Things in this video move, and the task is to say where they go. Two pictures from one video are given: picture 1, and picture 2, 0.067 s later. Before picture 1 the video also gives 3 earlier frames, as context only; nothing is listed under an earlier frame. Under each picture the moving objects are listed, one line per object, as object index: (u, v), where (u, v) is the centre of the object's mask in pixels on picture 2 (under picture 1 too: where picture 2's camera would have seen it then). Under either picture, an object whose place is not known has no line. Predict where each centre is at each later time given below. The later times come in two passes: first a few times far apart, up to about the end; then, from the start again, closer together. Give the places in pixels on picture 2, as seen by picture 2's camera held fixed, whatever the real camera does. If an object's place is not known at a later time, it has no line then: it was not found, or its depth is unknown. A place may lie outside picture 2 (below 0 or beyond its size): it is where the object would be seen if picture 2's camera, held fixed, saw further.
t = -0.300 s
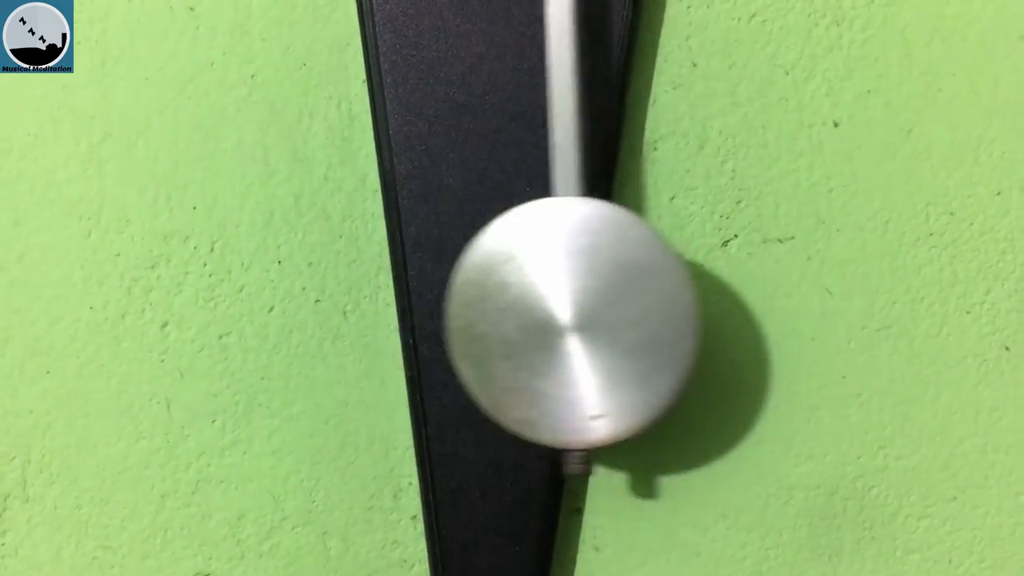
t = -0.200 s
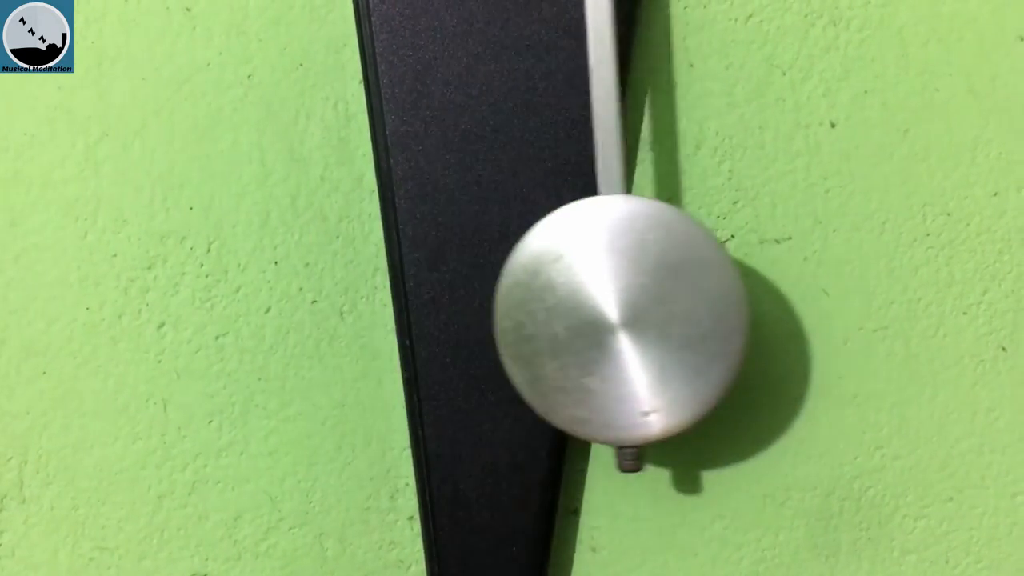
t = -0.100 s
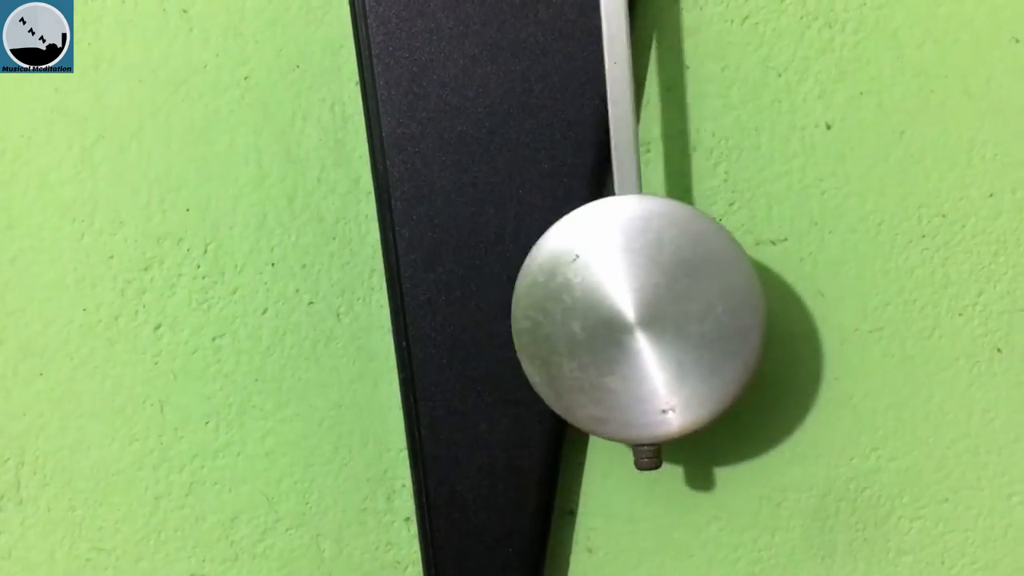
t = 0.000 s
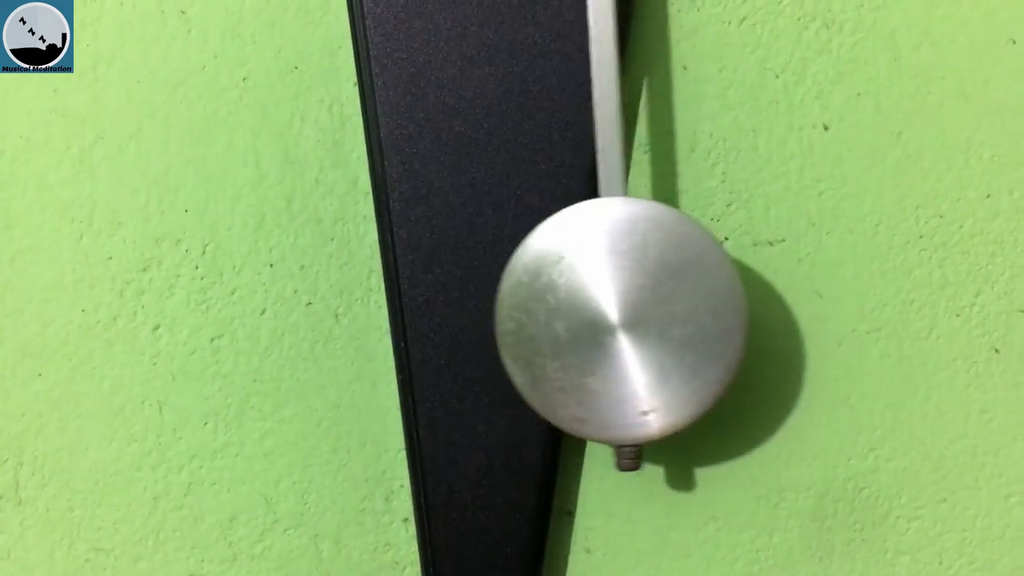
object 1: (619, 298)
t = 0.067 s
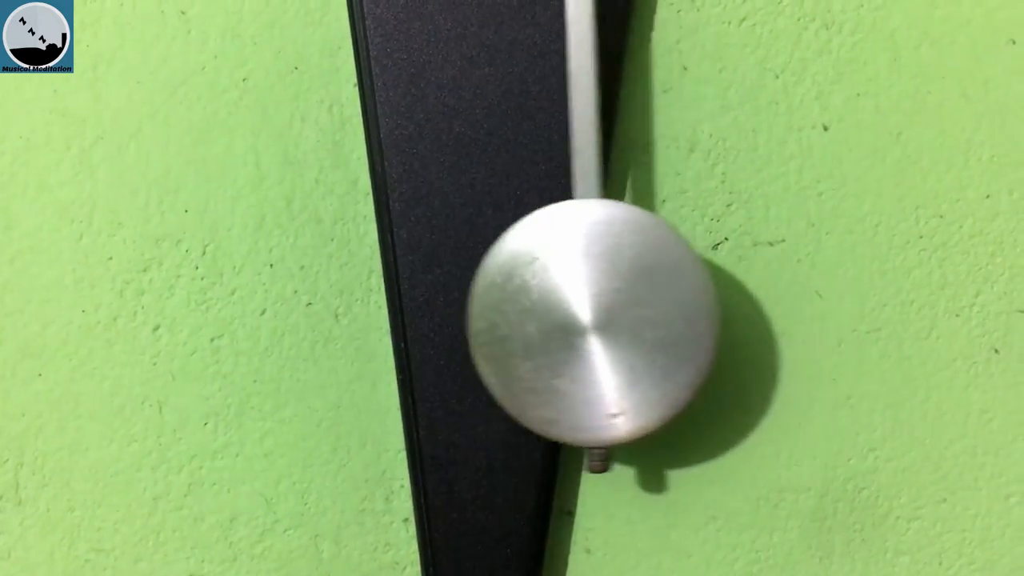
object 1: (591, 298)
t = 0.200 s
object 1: (510, 298)
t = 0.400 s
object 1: (395, 299)
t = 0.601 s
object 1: (394, 300)
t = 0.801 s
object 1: (510, 300)
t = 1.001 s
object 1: (621, 297)
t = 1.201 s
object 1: (612, 299)
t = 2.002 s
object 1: (526, 300)
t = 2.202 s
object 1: (628, 300)
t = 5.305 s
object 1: (399, 303)
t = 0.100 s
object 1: (573, 299)
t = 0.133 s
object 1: (553, 299)
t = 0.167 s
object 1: (531, 299)
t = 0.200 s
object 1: (510, 298)
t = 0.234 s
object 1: (488, 298)
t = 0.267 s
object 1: (466, 298)
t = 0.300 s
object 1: (445, 298)
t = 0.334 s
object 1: (426, 298)
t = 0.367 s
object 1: (409, 298)
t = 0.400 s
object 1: (395, 299)
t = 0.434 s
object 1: (384, 299)
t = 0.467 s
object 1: (378, 299)
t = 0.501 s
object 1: (376, 300)
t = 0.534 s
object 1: (378, 300)
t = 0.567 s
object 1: (384, 300)
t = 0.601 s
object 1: (394, 300)
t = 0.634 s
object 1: (408, 300)
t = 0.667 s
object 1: (425, 300)
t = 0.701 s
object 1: (444, 300)
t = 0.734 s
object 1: (466, 299)
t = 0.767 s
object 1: (488, 299)
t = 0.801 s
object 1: (510, 300)
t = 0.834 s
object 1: (533, 300)
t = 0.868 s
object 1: (554, 299)
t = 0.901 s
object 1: (575, 298)
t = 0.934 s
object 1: (593, 298)
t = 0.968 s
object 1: (608, 297)
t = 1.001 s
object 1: (621, 297)
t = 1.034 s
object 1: (629, 298)
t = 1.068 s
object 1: (634, 298)
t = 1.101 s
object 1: (634, 299)
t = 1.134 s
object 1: (631, 299)
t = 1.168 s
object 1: (623, 299)
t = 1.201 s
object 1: (612, 299)
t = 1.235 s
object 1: (596, 300)
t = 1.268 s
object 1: (579, 300)
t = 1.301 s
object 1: (558, 301)
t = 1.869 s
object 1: (440, 299)
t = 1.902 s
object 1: (460, 299)
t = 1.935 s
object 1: (482, 299)
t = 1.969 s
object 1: (505, 299)
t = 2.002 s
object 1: (526, 300)
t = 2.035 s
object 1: (549, 300)
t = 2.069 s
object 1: (569, 300)
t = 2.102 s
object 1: (588, 300)
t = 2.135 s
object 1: (605, 300)
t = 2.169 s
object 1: (618, 300)
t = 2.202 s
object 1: (628, 300)
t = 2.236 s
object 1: (634, 301)
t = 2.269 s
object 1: (635, 301)
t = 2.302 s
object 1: (632, 301)
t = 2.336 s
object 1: (626, 301)
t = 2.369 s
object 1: (615, 301)
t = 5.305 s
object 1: (399, 303)
